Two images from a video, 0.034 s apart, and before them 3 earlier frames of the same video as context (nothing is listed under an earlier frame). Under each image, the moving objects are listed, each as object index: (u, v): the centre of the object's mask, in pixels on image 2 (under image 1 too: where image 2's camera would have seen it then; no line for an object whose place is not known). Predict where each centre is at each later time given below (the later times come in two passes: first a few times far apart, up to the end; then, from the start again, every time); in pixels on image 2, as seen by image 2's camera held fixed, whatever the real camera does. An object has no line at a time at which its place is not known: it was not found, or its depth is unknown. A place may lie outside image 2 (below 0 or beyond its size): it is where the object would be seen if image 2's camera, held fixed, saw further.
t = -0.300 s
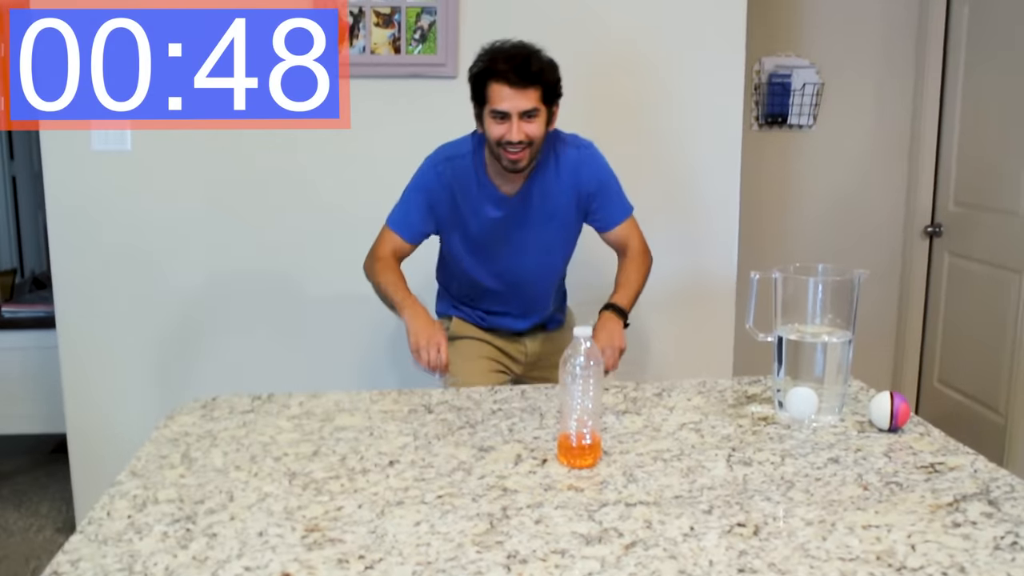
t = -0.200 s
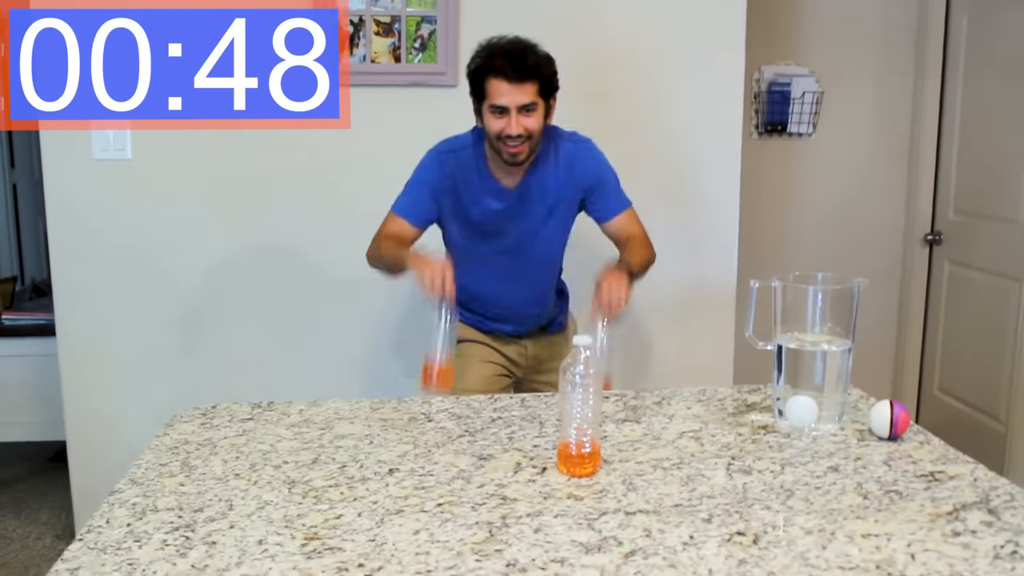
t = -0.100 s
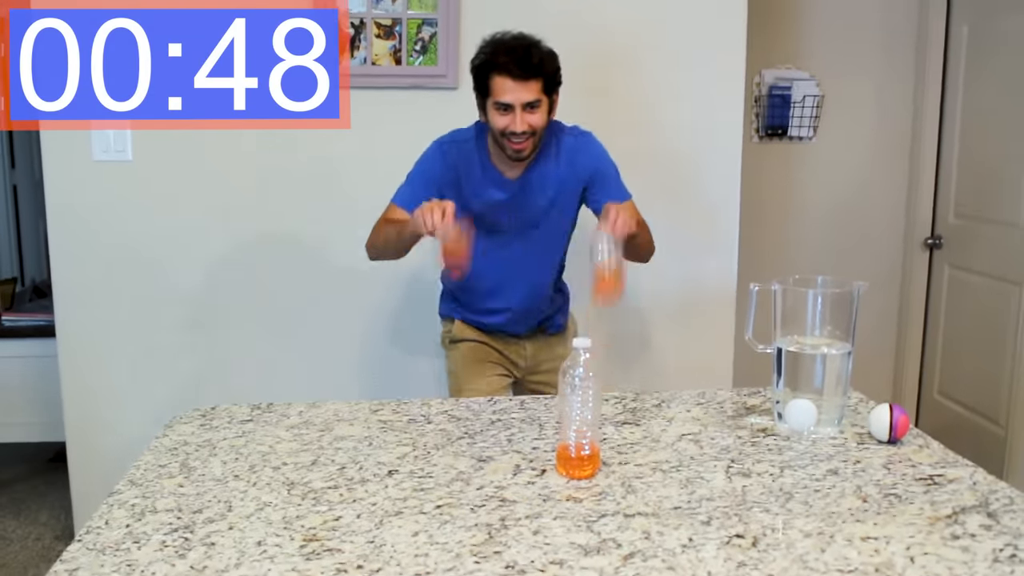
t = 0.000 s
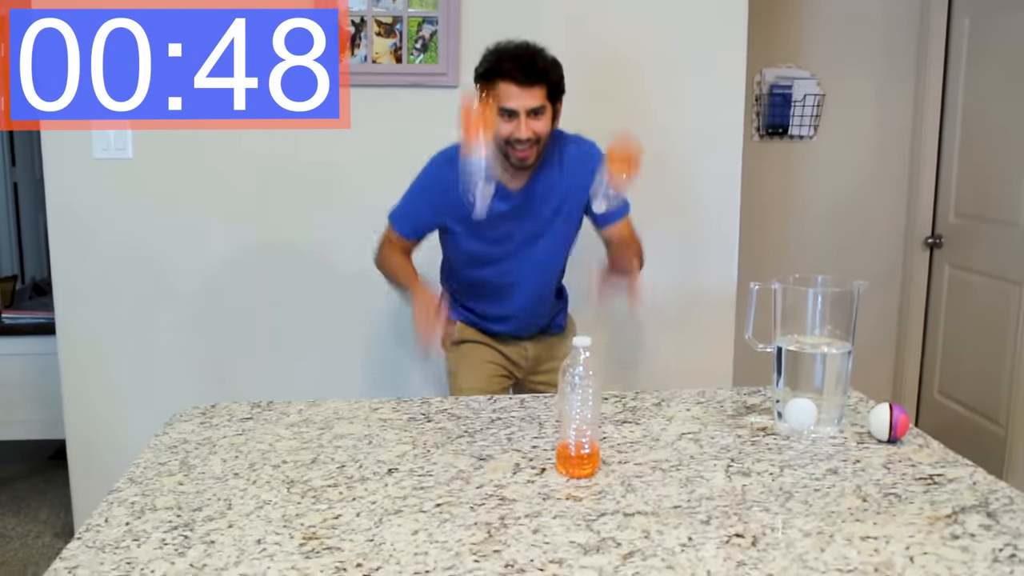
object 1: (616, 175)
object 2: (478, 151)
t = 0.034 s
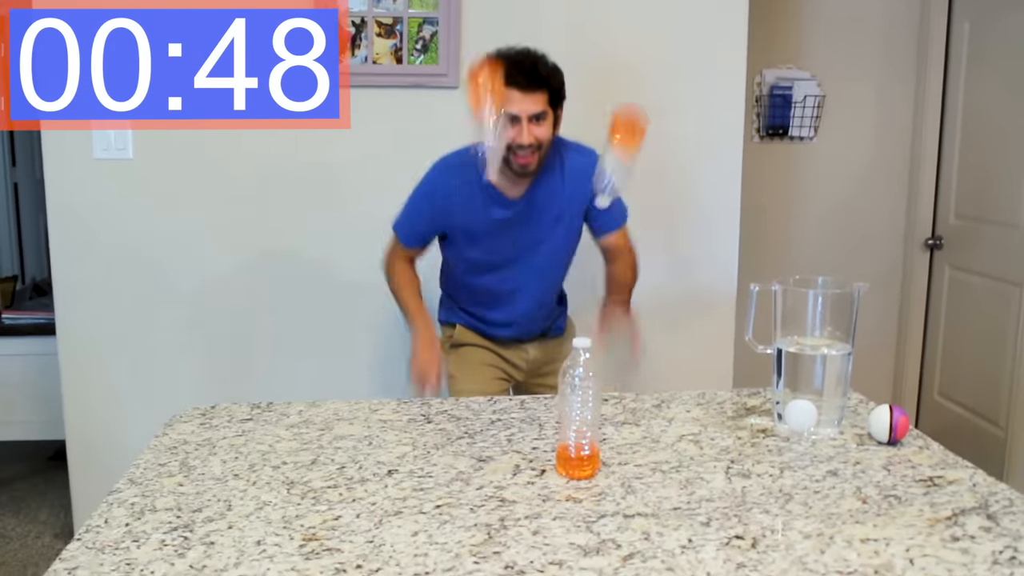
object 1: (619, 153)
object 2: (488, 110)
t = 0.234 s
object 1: (655, 67)
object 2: (534, 14)
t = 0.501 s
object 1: (695, 377)
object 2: (602, 272)
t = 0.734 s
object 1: (746, 530)
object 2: (644, 411)
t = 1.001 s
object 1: (737, 542)
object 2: (645, 413)
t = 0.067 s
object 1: (623, 134)
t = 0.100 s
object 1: (629, 114)
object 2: (503, 50)
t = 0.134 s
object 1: (636, 94)
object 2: (511, 25)
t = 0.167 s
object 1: (642, 81)
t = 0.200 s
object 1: (649, 69)
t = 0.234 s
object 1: (655, 67)
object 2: (534, 14)
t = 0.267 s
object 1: (662, 72)
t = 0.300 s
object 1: (667, 87)
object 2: (552, 35)
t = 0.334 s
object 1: (672, 110)
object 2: (560, 58)
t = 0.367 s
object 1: (677, 144)
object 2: (569, 87)
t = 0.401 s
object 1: (681, 186)
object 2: (577, 127)
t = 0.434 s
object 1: (686, 242)
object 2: (586, 174)
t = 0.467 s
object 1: (691, 315)
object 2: (595, 223)
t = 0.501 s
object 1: (695, 377)
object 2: (602, 272)
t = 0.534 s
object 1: (701, 463)
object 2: (612, 349)
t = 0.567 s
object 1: (719, 503)
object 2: (619, 368)
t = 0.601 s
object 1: (722, 503)
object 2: (627, 371)
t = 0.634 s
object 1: (732, 511)
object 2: (633, 372)
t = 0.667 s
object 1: (741, 522)
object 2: (637, 382)
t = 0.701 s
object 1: (744, 525)
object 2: (642, 396)
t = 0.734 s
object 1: (746, 530)
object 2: (644, 411)
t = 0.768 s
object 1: (745, 533)
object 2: (644, 411)
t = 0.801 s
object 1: (742, 535)
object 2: (643, 412)
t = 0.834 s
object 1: (742, 537)
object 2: (643, 412)
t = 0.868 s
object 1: (743, 539)
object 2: (645, 413)
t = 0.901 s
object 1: (743, 539)
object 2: (646, 413)
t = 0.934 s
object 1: (741, 541)
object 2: (646, 413)
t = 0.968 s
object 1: (738, 541)
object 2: (646, 414)
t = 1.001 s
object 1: (737, 542)
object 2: (645, 413)
